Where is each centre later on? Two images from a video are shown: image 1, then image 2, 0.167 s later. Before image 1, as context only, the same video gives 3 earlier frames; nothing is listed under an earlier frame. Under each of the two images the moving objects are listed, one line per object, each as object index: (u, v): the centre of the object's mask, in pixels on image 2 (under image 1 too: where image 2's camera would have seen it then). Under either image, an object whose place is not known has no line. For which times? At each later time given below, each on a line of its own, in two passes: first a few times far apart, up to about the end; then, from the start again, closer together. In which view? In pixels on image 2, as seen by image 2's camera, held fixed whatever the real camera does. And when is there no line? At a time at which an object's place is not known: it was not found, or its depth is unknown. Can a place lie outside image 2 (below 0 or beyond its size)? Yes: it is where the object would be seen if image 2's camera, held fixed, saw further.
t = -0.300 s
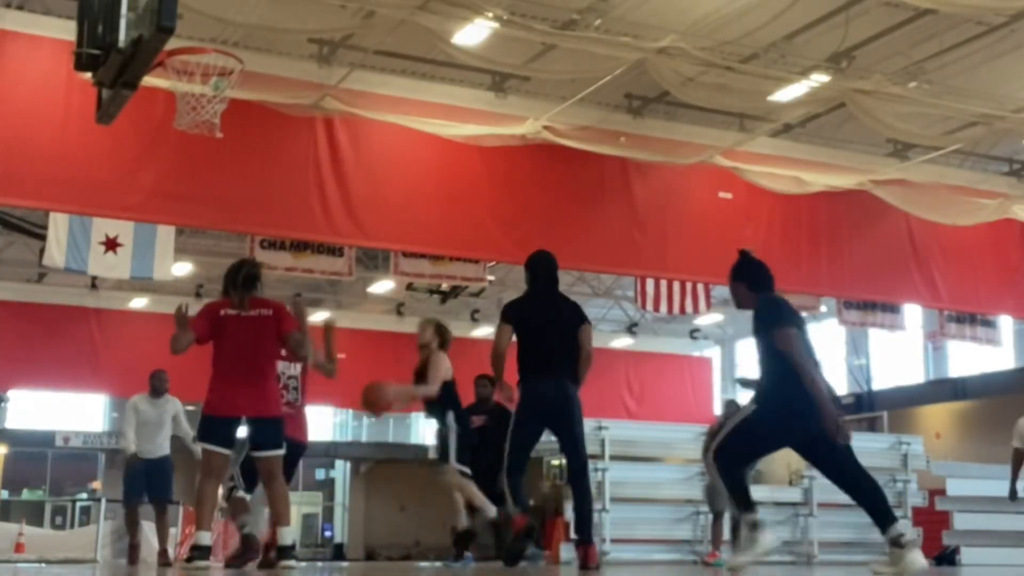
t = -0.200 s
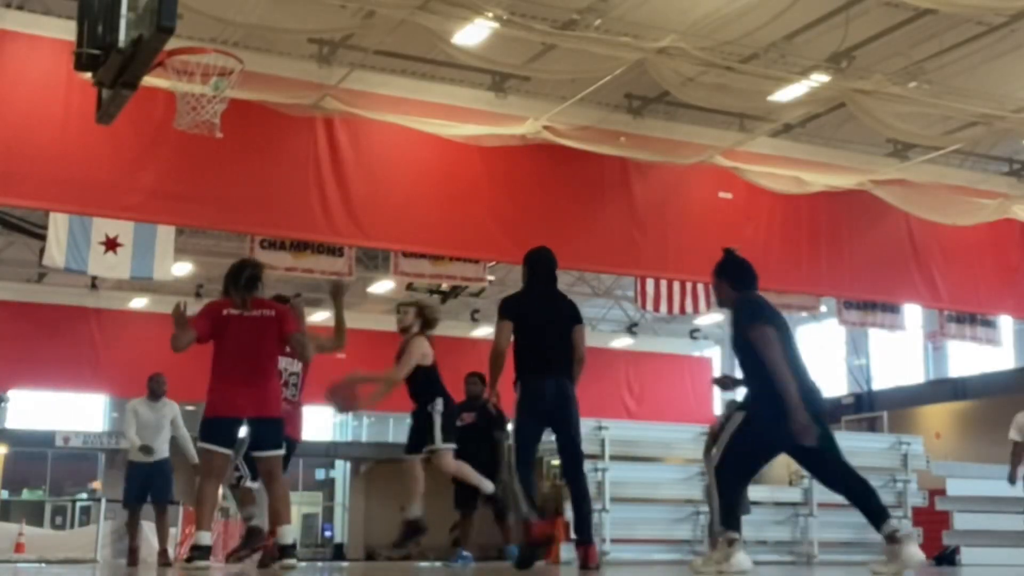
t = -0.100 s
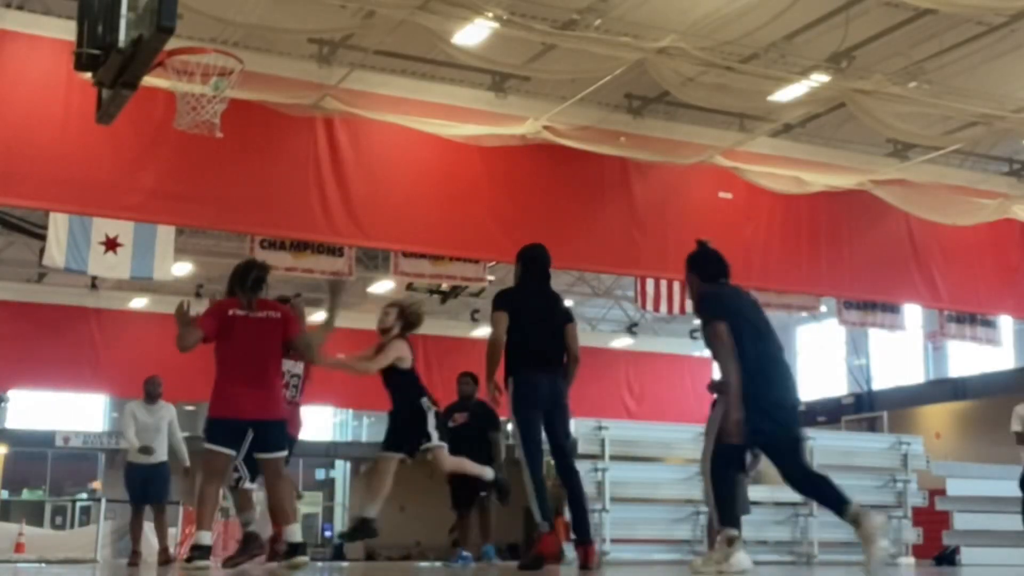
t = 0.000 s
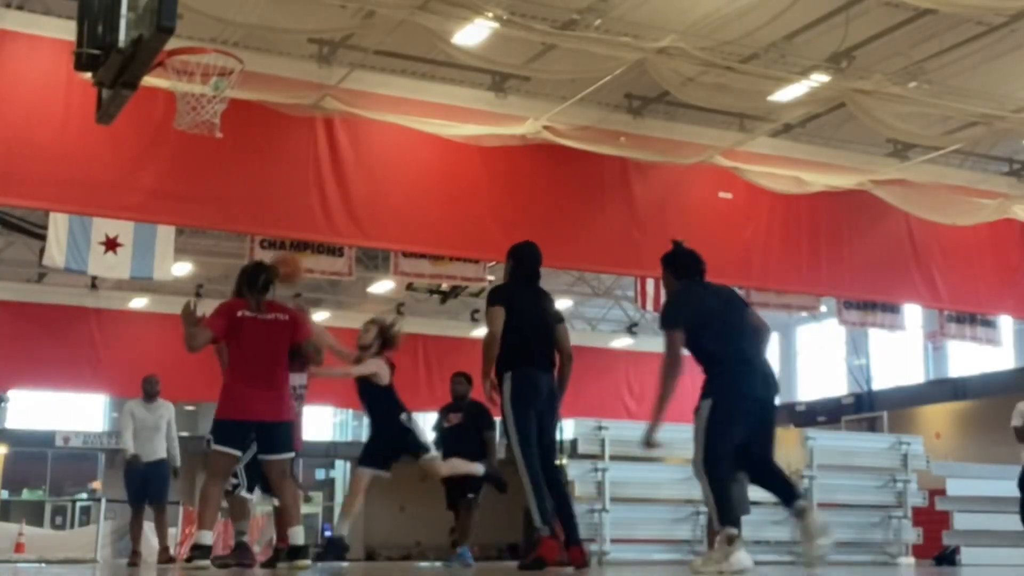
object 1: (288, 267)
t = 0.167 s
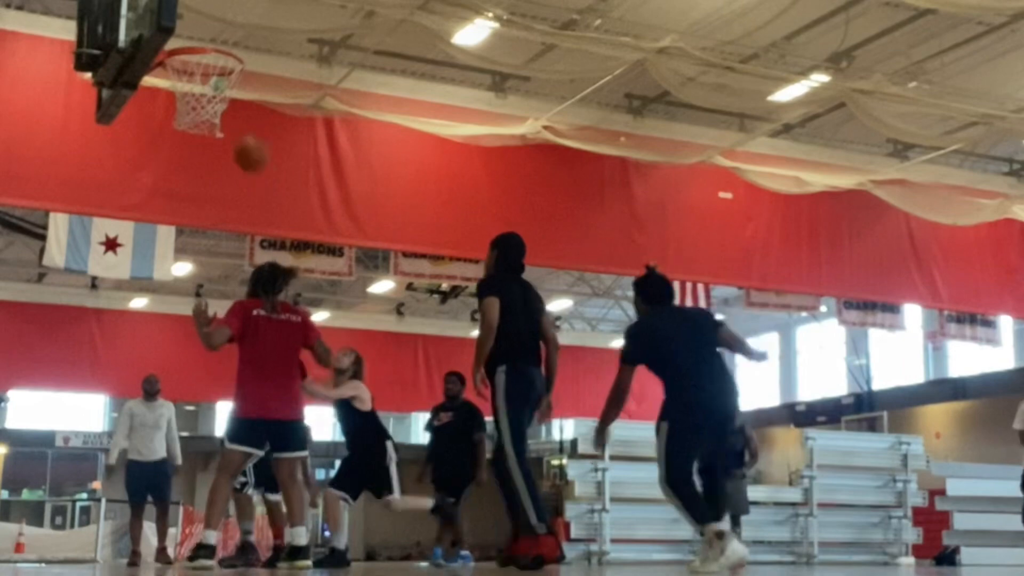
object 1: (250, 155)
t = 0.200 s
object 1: (244, 136)
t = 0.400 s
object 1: (195, 51)
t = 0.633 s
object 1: (181, 25)
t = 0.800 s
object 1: (222, 63)
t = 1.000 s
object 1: (172, 117)
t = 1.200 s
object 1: (158, 166)
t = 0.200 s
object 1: (244, 136)
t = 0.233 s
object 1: (237, 119)
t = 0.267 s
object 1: (236, 106)
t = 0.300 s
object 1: (222, 85)
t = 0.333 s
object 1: (215, 74)
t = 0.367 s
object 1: (206, 66)
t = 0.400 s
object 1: (195, 51)
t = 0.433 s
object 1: (187, 42)
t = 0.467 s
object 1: (183, 34)
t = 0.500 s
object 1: (179, 29)
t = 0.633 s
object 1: (181, 25)
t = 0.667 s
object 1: (186, 28)
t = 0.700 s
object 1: (191, 31)
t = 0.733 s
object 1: (202, 38)
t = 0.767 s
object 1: (213, 52)
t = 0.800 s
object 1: (222, 63)
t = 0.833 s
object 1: (216, 69)
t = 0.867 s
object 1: (205, 77)
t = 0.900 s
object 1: (188, 90)
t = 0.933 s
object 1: (182, 99)
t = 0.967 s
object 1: (171, 111)
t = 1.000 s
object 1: (172, 117)
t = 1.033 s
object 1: (169, 120)
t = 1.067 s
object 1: (167, 124)
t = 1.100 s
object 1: (166, 130)
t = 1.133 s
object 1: (163, 141)
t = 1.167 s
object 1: (160, 153)
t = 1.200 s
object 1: (158, 166)
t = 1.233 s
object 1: (156, 181)
